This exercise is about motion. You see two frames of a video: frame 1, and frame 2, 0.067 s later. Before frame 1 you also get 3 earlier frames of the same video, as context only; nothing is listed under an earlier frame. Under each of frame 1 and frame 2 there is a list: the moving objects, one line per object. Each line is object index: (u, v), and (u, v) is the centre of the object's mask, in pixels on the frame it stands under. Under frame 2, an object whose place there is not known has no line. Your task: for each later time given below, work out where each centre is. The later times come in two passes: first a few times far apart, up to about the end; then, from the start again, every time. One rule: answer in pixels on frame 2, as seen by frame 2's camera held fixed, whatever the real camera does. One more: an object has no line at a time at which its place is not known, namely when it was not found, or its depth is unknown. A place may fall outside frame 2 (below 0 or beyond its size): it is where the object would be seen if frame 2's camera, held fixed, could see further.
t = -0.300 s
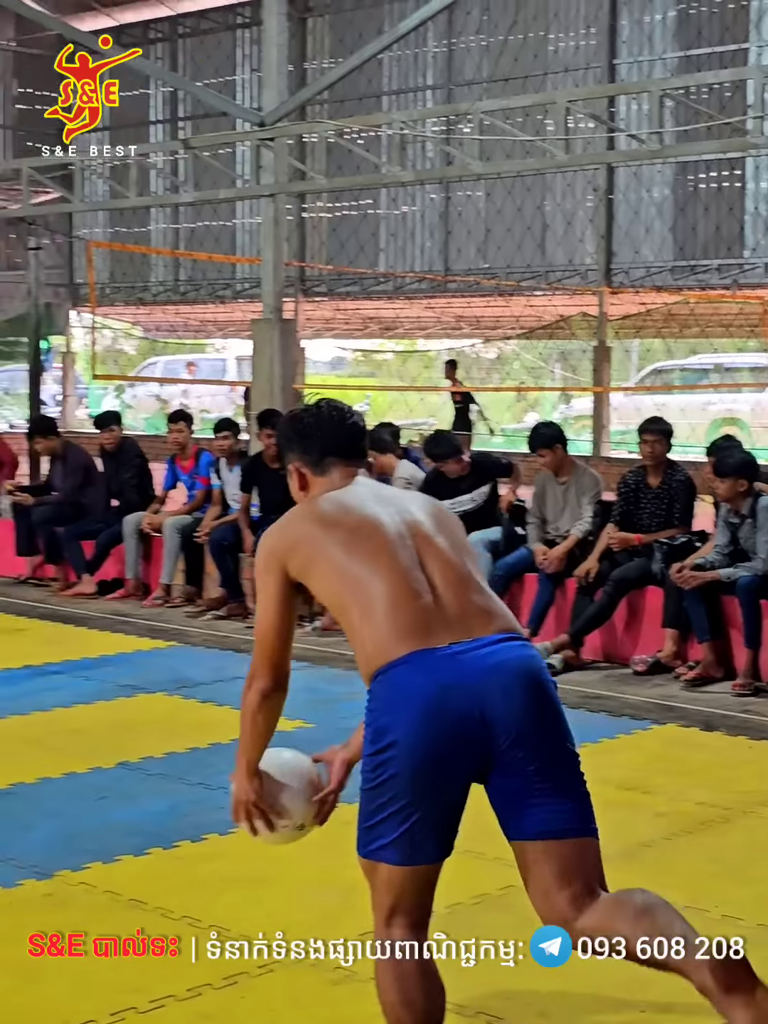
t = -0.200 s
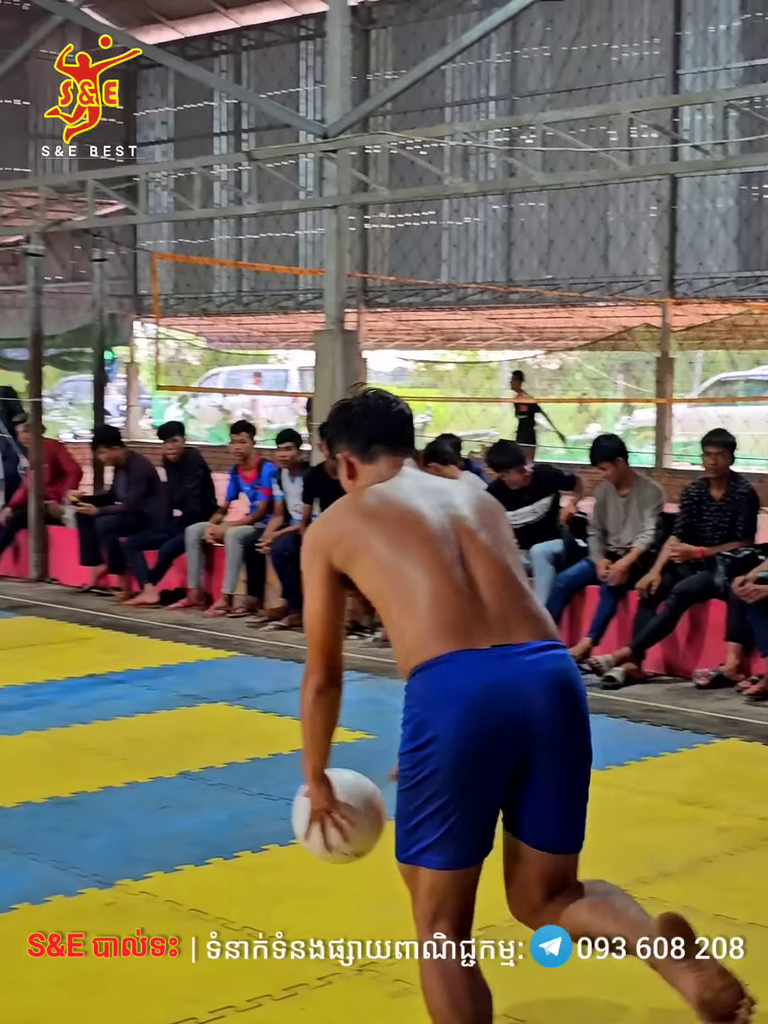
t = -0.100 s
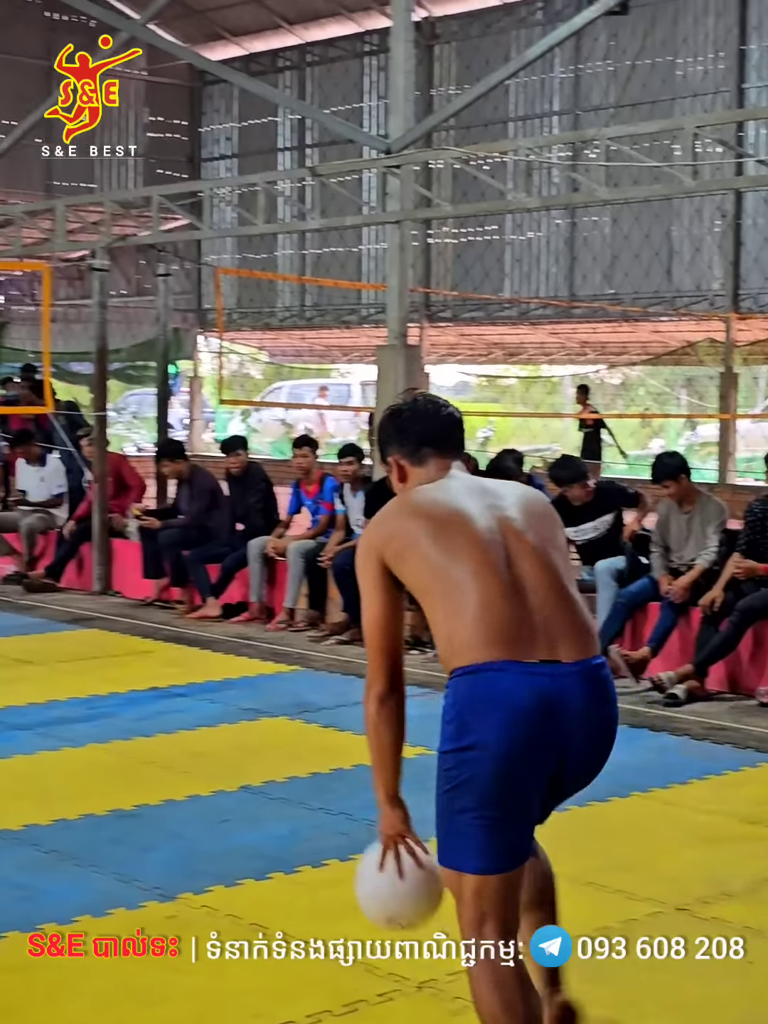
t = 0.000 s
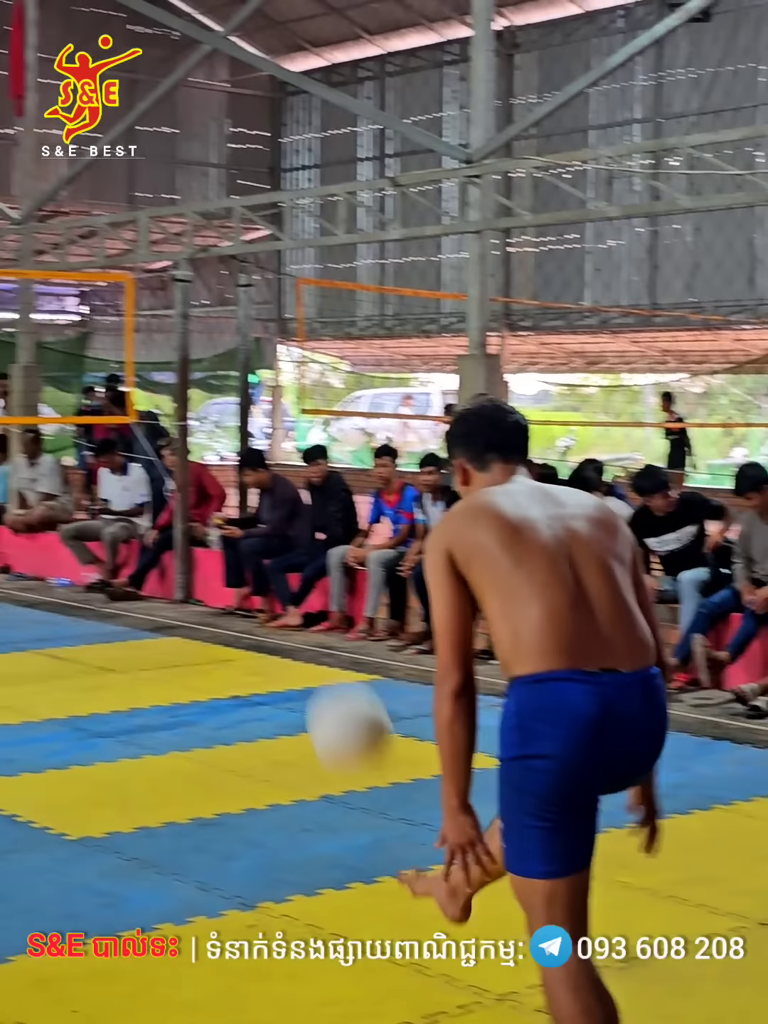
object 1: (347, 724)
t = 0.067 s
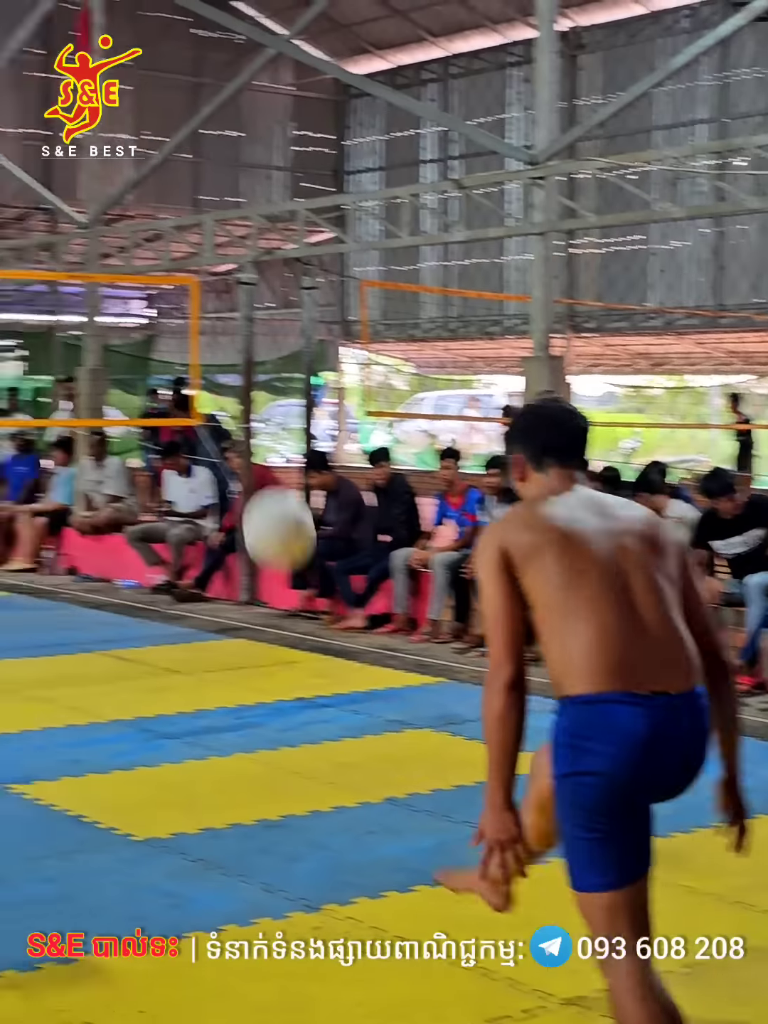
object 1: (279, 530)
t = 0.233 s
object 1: (54, 239)
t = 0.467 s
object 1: (-73, 139)
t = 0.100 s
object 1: (224, 454)
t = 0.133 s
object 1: (176, 388)
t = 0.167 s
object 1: (135, 340)
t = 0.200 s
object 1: (83, 272)
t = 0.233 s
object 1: (54, 239)
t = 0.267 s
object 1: (28, 211)
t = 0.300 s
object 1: (16, 198)
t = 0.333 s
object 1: (-6, 178)
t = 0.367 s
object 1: (-25, 163)
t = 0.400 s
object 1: (-42, 153)
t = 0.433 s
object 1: (-58, 145)
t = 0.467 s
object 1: (-73, 139)
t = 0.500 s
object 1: (-88, 137)
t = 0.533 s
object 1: (-102, 135)
